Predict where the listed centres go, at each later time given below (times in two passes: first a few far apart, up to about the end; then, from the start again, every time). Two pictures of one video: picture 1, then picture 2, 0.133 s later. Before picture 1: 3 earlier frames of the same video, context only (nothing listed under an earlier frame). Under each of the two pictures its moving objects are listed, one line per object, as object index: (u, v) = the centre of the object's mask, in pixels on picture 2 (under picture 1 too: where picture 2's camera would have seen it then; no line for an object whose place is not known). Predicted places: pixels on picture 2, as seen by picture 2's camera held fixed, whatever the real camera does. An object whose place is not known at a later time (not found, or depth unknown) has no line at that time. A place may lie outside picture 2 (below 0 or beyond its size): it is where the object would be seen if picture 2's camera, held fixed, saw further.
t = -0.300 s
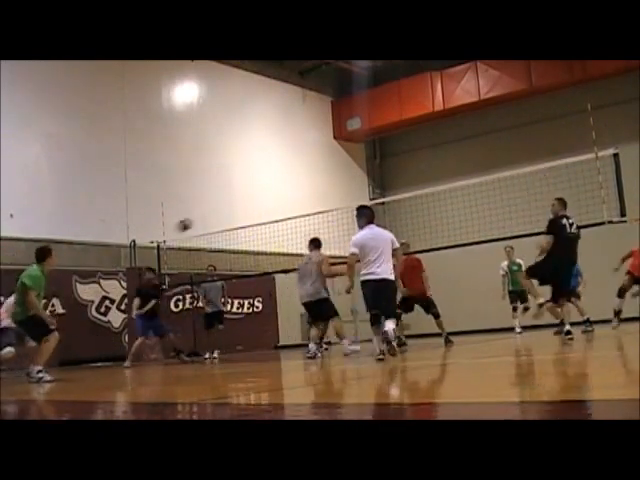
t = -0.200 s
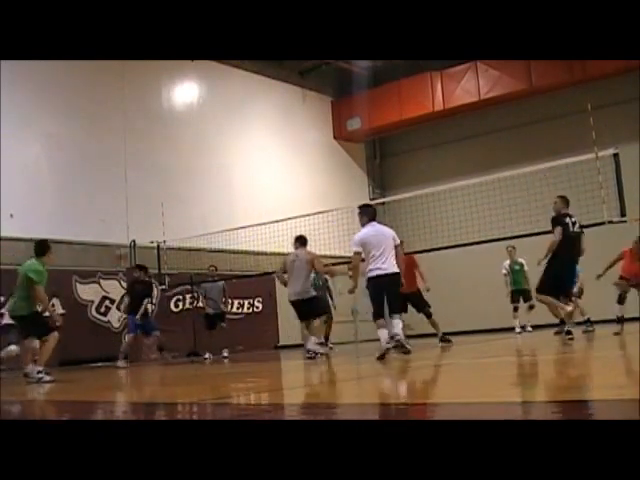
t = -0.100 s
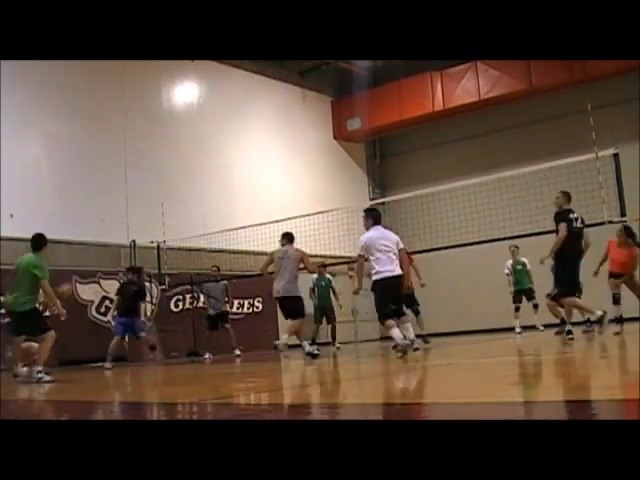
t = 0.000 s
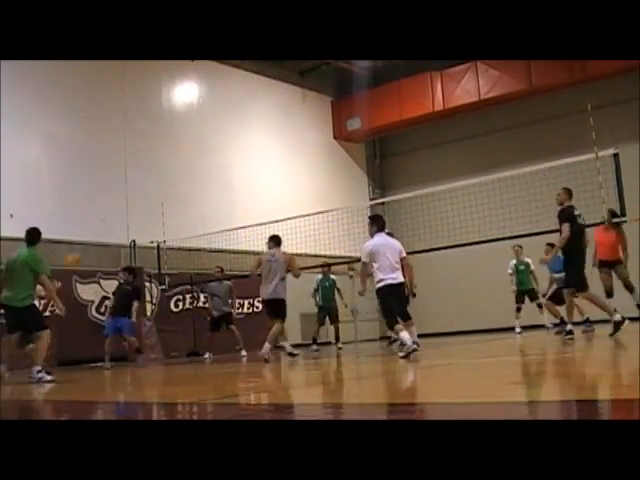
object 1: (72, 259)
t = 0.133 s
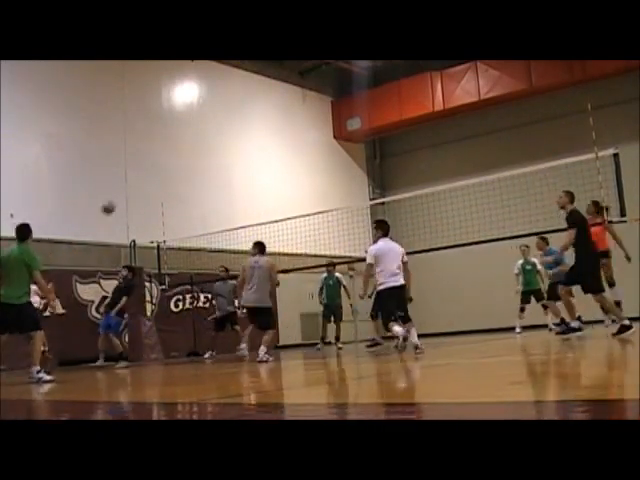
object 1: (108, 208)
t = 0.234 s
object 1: (133, 178)
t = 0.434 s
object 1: (182, 135)
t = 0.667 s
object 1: (238, 119)
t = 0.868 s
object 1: (287, 130)
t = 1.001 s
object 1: (320, 151)
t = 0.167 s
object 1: (116, 197)
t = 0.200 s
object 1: (124, 187)
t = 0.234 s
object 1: (133, 178)
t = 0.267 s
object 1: (141, 169)
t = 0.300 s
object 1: (149, 161)
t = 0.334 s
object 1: (157, 154)
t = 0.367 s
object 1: (166, 146)
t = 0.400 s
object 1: (173, 140)
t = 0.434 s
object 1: (182, 135)
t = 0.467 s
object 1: (190, 131)
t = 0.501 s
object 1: (197, 128)
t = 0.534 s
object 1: (206, 124)
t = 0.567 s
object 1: (214, 122)
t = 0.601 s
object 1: (222, 120)
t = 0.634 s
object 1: (230, 119)
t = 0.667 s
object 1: (238, 119)
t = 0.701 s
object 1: (246, 119)
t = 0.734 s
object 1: (254, 120)
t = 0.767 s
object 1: (263, 121)
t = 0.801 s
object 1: (271, 124)
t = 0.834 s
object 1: (279, 127)
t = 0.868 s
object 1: (287, 130)
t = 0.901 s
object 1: (295, 135)
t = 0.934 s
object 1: (304, 140)
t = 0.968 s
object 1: (312, 145)
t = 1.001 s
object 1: (320, 151)
